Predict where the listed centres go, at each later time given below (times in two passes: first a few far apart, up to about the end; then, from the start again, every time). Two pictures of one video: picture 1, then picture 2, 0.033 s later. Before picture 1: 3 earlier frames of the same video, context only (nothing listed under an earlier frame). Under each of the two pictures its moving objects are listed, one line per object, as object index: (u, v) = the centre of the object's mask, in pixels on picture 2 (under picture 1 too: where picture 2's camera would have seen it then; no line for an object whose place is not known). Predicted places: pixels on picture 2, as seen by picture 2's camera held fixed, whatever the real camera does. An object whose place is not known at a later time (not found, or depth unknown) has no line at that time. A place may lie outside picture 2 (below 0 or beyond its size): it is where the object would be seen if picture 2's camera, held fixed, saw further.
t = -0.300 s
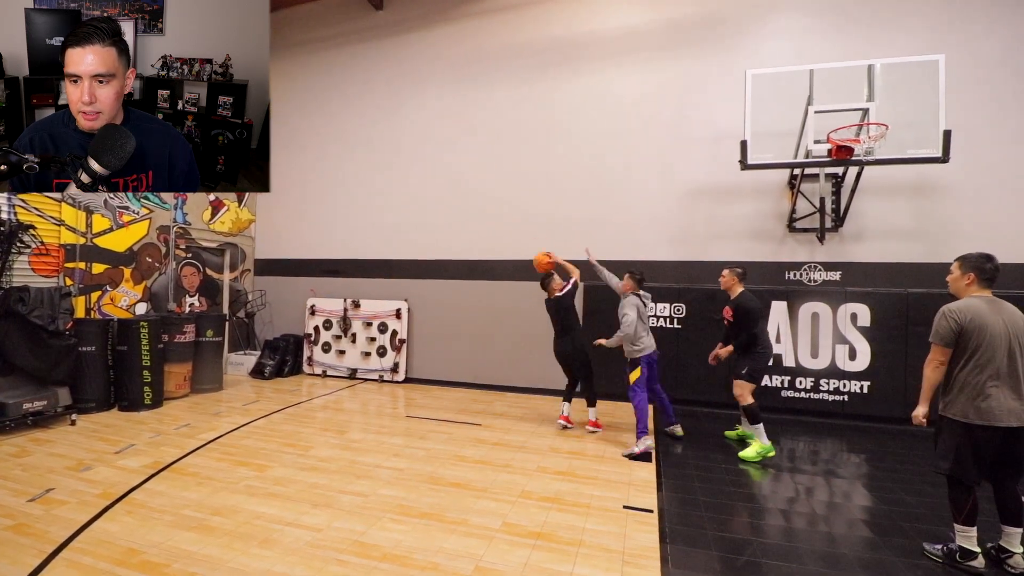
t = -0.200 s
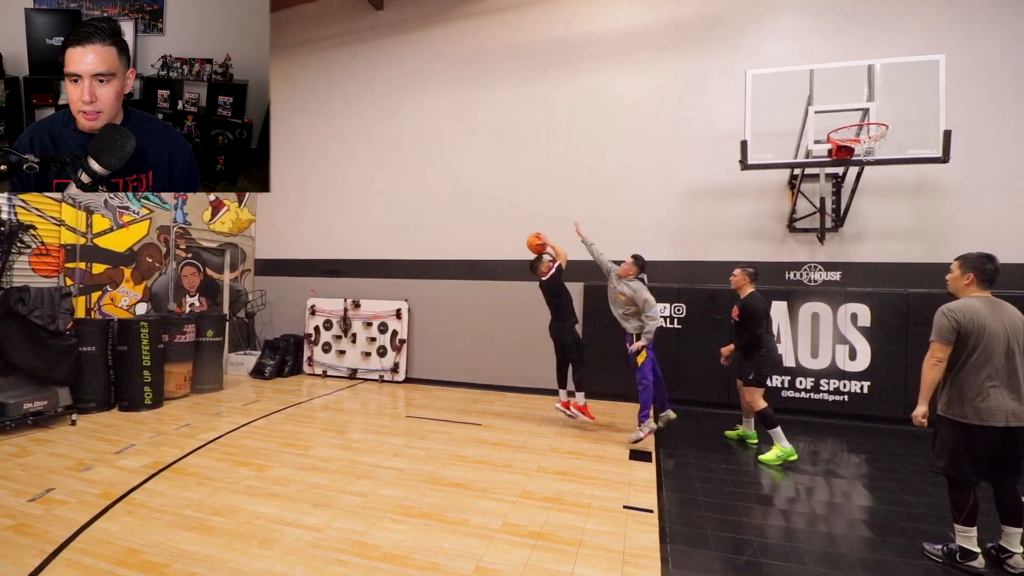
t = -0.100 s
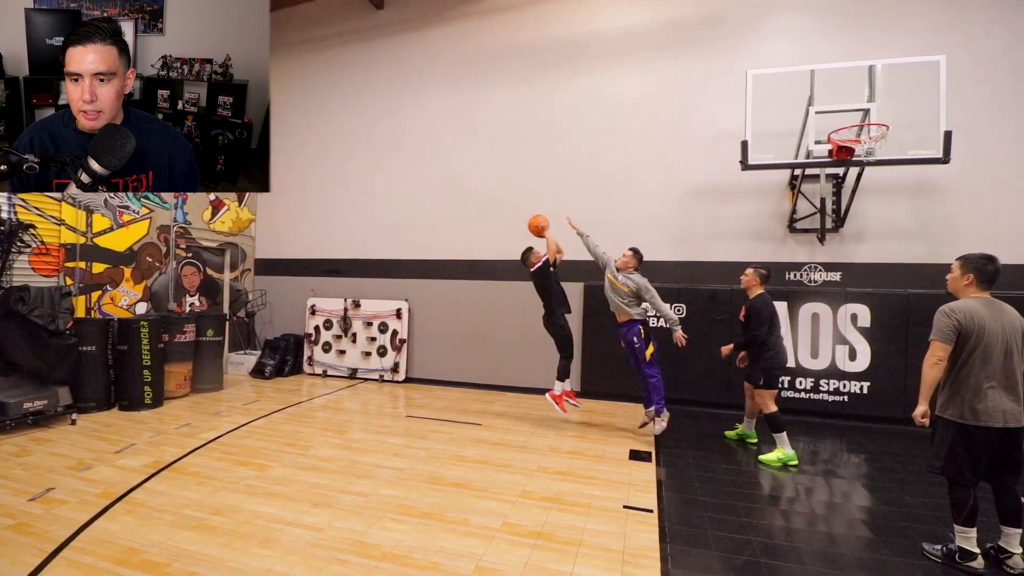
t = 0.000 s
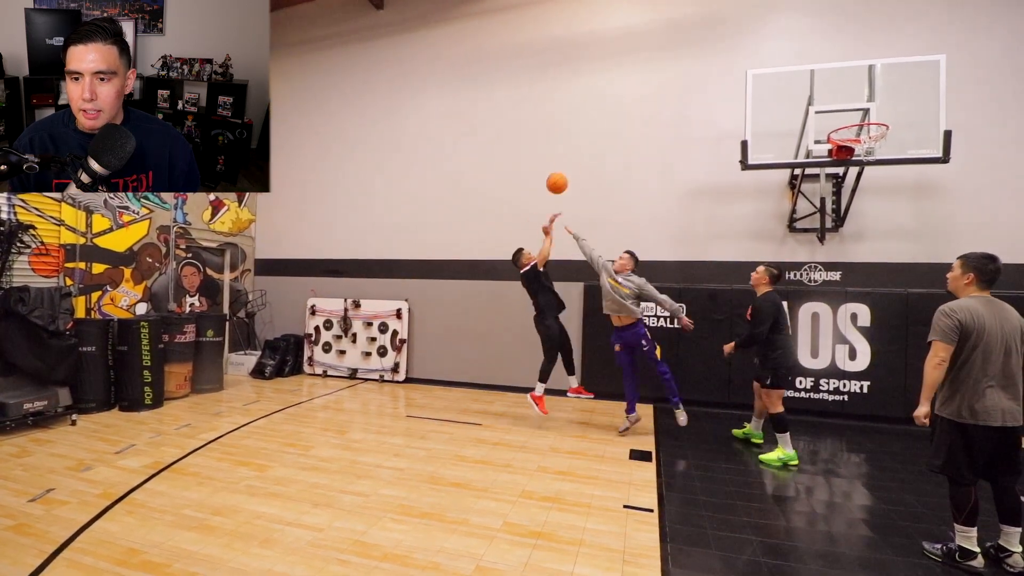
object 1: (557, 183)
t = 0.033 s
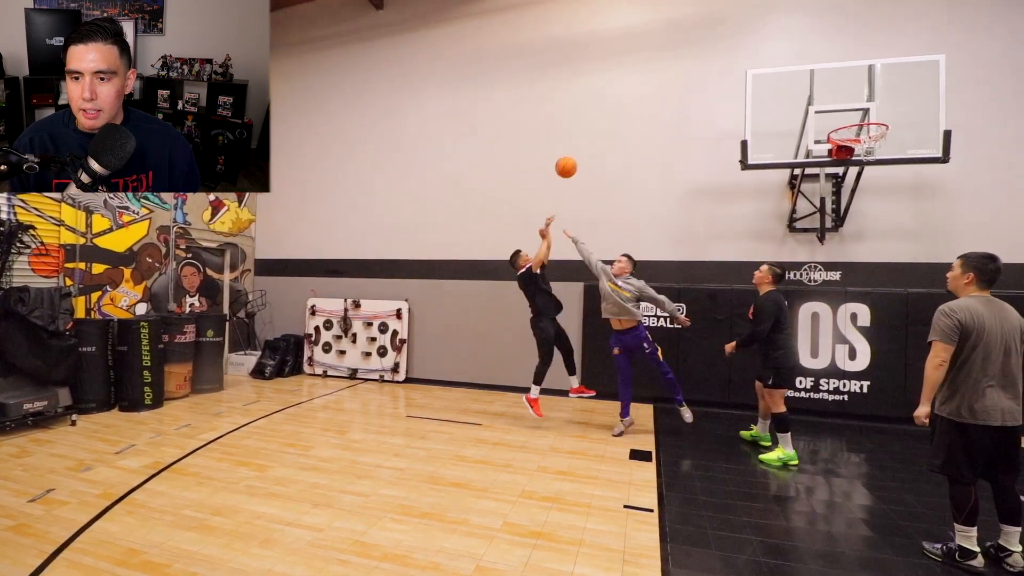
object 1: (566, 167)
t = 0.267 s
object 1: (631, 80)
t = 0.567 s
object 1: (717, 37)
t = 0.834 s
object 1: (796, 70)
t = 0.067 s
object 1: (575, 152)
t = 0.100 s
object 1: (585, 138)
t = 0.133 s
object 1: (594, 124)
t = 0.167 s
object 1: (603, 112)
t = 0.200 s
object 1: (613, 100)
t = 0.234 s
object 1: (622, 90)
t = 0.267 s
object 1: (631, 80)
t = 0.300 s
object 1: (641, 71)
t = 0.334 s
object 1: (650, 64)
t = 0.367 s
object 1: (660, 57)
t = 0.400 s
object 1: (669, 51)
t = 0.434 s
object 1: (679, 46)
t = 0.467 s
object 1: (689, 43)
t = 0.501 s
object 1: (698, 40)
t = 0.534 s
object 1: (708, 38)
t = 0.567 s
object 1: (717, 37)
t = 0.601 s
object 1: (727, 37)
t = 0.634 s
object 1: (737, 39)
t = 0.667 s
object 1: (747, 41)
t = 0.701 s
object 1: (756, 44)
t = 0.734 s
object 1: (766, 49)
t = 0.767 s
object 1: (776, 55)
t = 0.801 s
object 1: (786, 62)
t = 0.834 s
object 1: (796, 70)
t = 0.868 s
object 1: (806, 79)
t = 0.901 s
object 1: (816, 89)
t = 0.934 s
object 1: (826, 100)
